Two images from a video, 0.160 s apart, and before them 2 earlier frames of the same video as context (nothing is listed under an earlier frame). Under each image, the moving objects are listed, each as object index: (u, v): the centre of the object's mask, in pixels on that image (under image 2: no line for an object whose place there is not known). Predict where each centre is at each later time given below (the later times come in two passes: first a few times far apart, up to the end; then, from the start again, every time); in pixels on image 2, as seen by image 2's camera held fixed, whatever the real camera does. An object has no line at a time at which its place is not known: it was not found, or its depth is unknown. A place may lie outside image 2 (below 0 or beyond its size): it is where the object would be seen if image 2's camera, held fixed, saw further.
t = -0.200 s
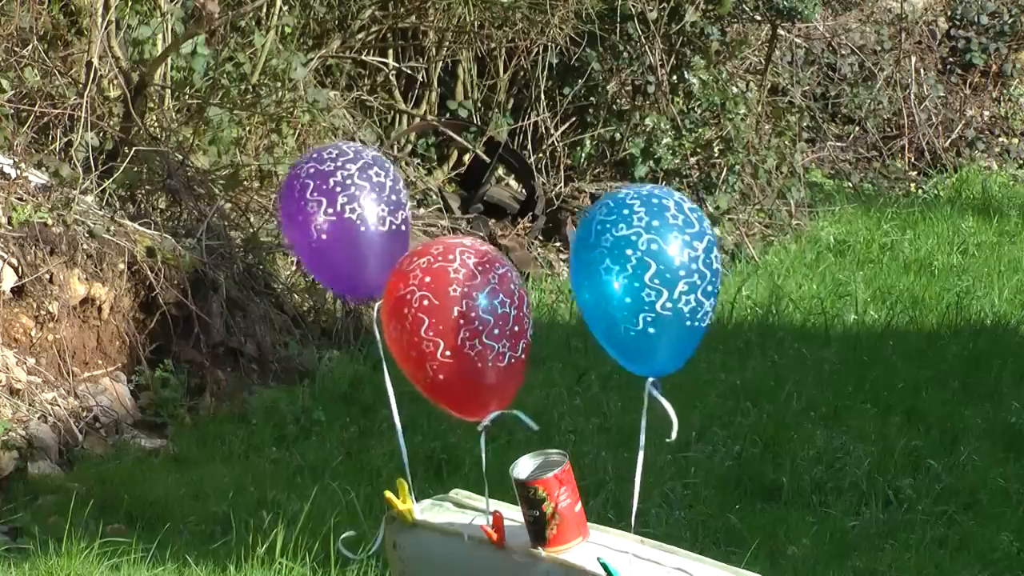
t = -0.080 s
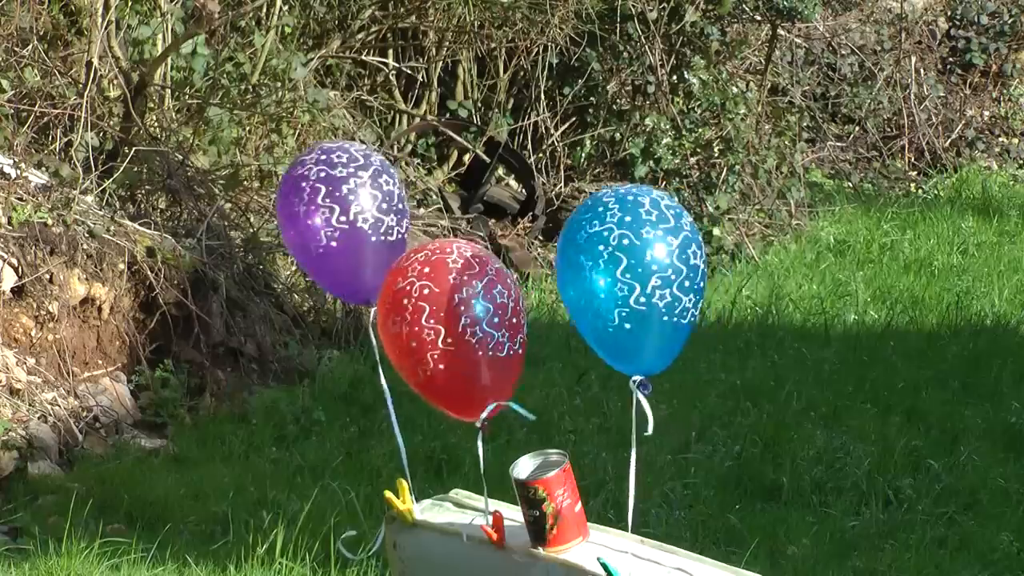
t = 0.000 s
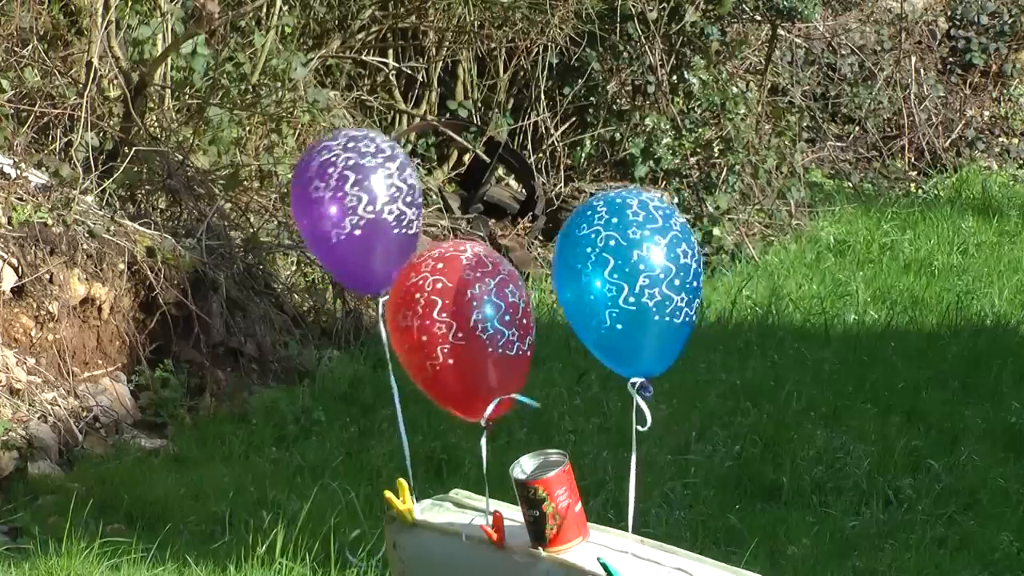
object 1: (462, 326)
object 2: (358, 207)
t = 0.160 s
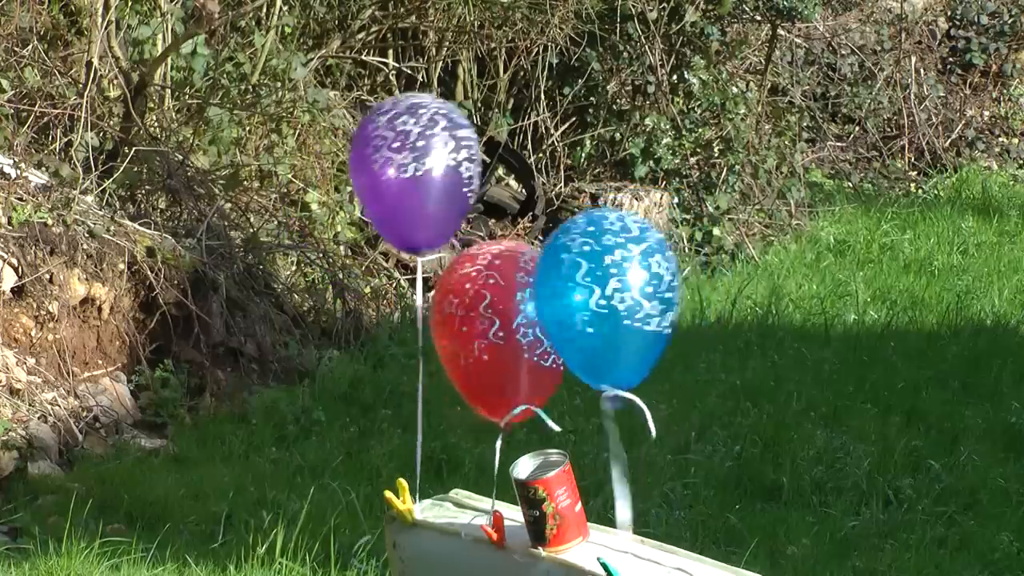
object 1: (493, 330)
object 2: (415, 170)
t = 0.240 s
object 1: (488, 341)
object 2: (455, 167)
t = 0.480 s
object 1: (491, 343)
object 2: (555, 182)
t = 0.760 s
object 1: (500, 331)
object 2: (571, 174)
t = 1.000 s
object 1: (537, 330)
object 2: (515, 158)
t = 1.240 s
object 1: (569, 337)
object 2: (446, 158)
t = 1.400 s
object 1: (547, 334)
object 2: (420, 177)
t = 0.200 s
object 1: (490, 337)
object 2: (434, 167)
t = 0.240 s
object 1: (488, 341)
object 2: (455, 167)
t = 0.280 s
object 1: (489, 345)
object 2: (476, 166)
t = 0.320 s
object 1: (491, 346)
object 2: (497, 166)
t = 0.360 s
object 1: (492, 346)
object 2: (515, 171)
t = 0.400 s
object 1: (491, 346)
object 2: (531, 176)
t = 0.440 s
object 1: (490, 345)
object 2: (544, 178)
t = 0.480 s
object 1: (491, 343)
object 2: (555, 182)
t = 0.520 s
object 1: (491, 340)
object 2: (562, 183)
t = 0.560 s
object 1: (492, 338)
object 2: (568, 181)
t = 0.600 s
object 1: (493, 335)
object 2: (573, 179)
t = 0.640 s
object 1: (494, 333)
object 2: (575, 177)
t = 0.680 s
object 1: (495, 332)
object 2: (575, 176)
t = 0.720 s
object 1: (497, 332)
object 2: (574, 175)
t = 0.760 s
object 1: (500, 331)
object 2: (571, 174)
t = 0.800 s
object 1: (503, 331)
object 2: (566, 171)
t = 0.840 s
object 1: (507, 330)
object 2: (560, 168)
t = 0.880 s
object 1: (513, 330)
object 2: (551, 164)
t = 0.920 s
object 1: (521, 329)
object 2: (539, 160)
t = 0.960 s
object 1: (529, 329)
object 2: (527, 159)
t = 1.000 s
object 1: (537, 330)
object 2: (515, 158)
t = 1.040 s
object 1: (546, 331)
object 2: (503, 156)
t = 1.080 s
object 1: (555, 333)
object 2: (492, 153)
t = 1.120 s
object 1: (561, 335)
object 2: (480, 153)
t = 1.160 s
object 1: (567, 337)
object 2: (468, 154)
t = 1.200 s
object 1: (570, 337)
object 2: (457, 155)
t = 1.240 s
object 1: (569, 337)
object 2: (446, 158)
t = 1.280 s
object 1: (567, 337)
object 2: (437, 162)
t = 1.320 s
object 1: (561, 336)
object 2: (430, 167)
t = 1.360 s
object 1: (554, 334)
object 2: (424, 172)
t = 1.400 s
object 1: (547, 334)
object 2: (420, 177)
